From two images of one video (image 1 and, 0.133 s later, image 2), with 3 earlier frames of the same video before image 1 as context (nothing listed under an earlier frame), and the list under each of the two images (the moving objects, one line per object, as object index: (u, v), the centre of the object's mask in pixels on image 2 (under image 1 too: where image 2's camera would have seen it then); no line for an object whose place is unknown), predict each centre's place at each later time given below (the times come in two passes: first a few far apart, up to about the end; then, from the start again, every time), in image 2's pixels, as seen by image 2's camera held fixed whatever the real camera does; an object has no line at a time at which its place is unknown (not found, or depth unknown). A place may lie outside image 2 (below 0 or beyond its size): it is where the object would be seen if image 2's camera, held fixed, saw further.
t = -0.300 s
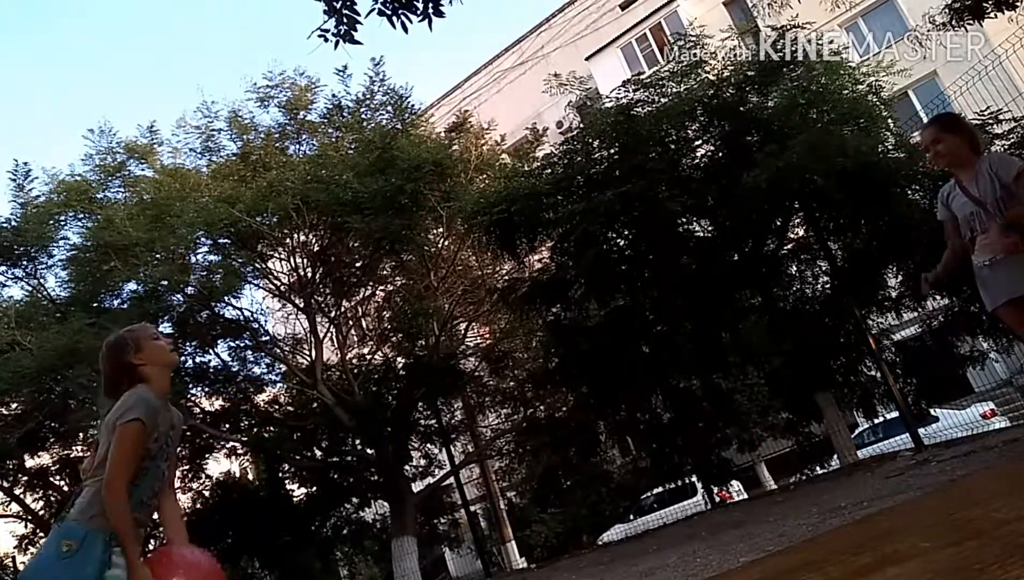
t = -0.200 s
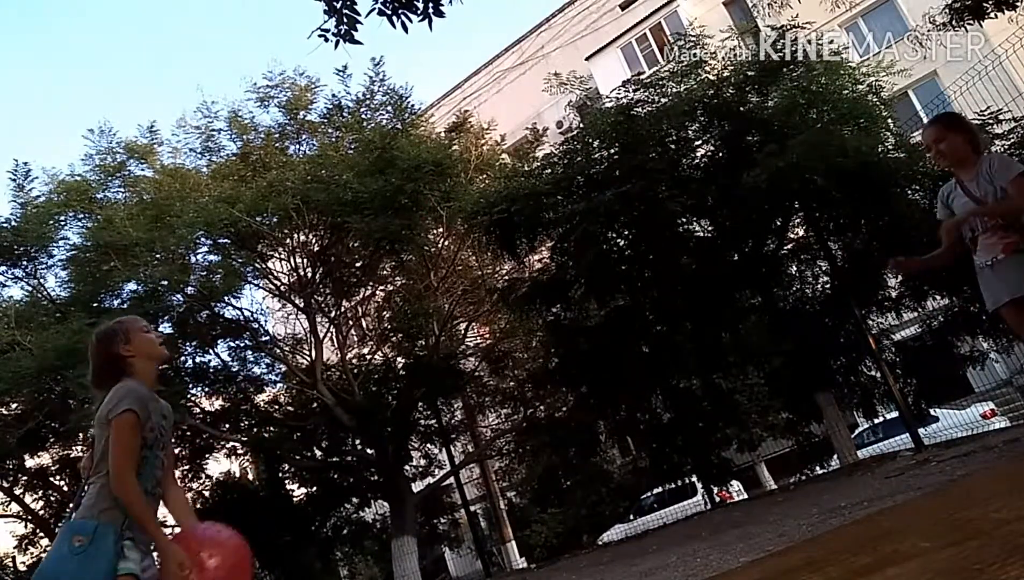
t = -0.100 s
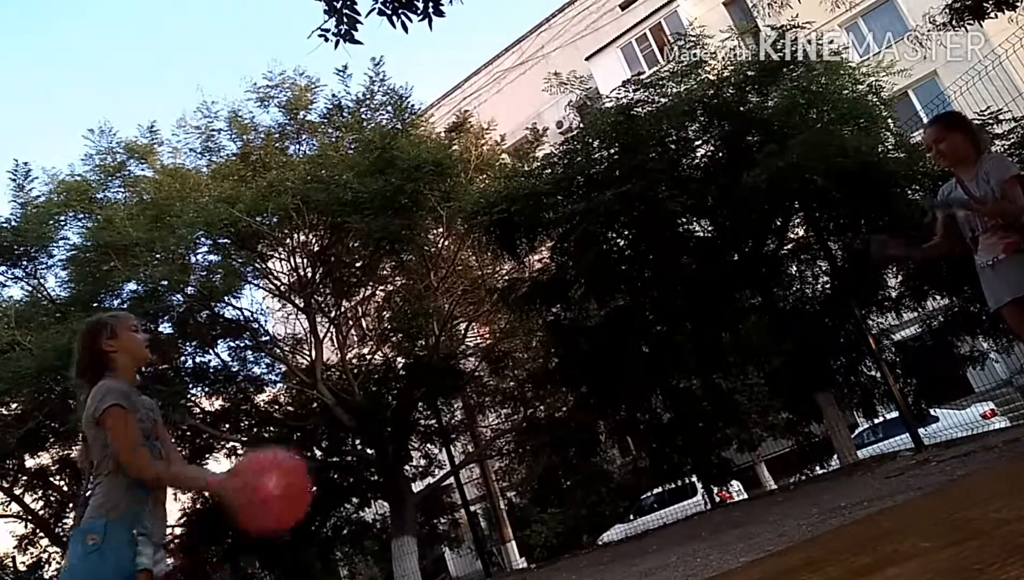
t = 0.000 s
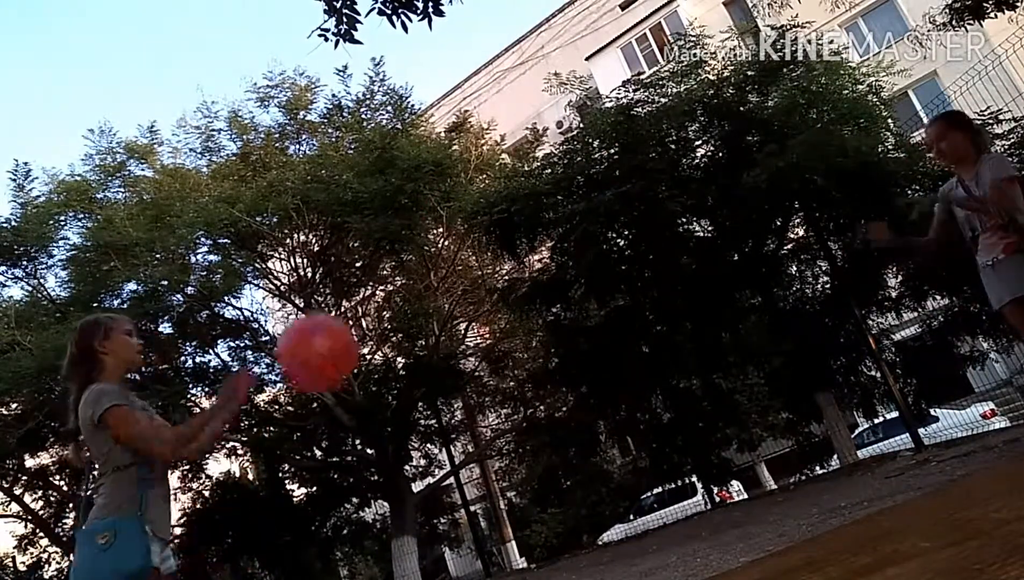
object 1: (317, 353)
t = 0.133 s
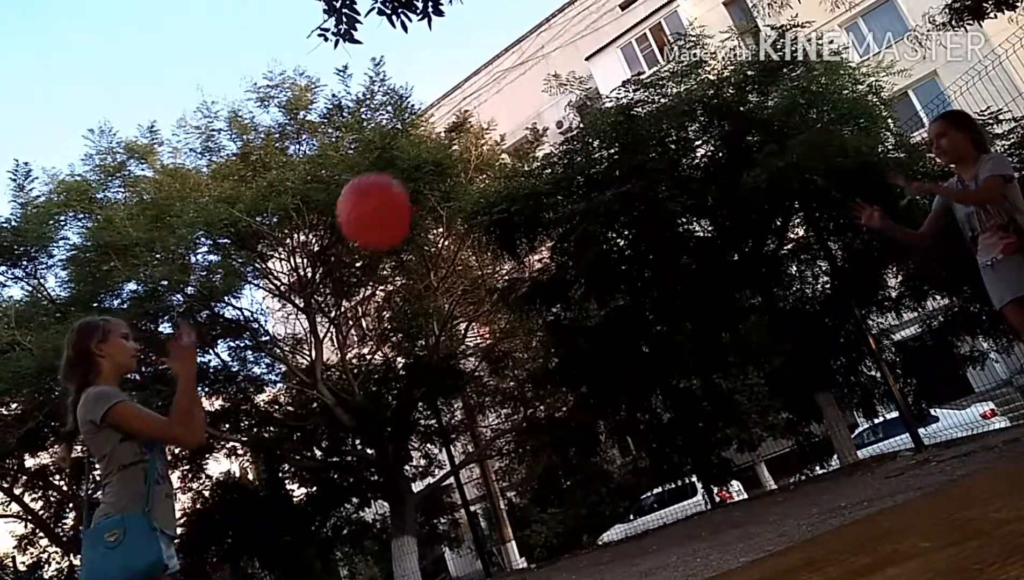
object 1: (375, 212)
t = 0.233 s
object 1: (420, 143)
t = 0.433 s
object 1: (526, 75)
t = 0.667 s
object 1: (679, 105)
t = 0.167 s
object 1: (390, 186)
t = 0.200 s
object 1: (405, 163)
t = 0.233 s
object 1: (420, 143)
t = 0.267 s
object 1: (437, 125)
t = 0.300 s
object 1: (454, 110)
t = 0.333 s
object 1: (471, 98)
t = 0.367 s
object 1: (489, 88)
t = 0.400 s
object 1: (507, 80)
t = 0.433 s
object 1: (526, 75)
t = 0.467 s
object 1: (546, 73)
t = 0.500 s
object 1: (566, 72)
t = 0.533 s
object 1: (586, 74)
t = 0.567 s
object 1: (608, 79)
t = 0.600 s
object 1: (630, 86)
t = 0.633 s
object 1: (655, 95)
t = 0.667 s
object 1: (679, 105)
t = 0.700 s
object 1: (704, 118)
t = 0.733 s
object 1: (731, 135)
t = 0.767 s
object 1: (758, 153)
